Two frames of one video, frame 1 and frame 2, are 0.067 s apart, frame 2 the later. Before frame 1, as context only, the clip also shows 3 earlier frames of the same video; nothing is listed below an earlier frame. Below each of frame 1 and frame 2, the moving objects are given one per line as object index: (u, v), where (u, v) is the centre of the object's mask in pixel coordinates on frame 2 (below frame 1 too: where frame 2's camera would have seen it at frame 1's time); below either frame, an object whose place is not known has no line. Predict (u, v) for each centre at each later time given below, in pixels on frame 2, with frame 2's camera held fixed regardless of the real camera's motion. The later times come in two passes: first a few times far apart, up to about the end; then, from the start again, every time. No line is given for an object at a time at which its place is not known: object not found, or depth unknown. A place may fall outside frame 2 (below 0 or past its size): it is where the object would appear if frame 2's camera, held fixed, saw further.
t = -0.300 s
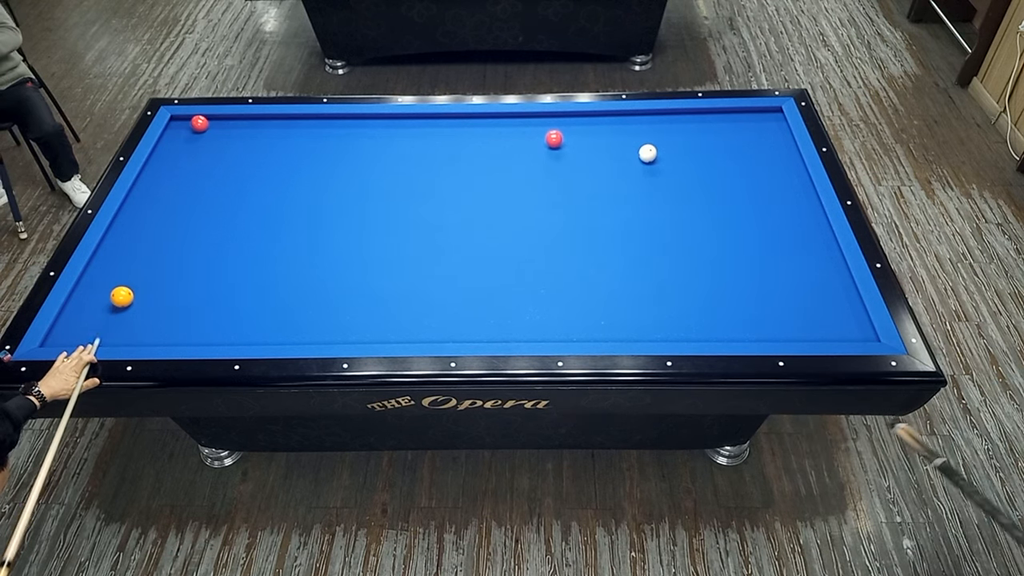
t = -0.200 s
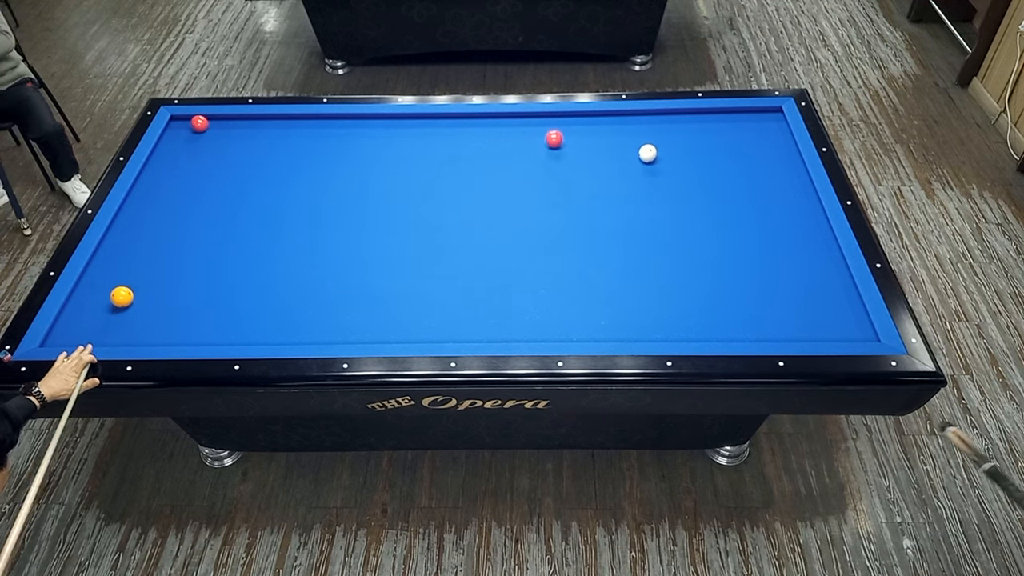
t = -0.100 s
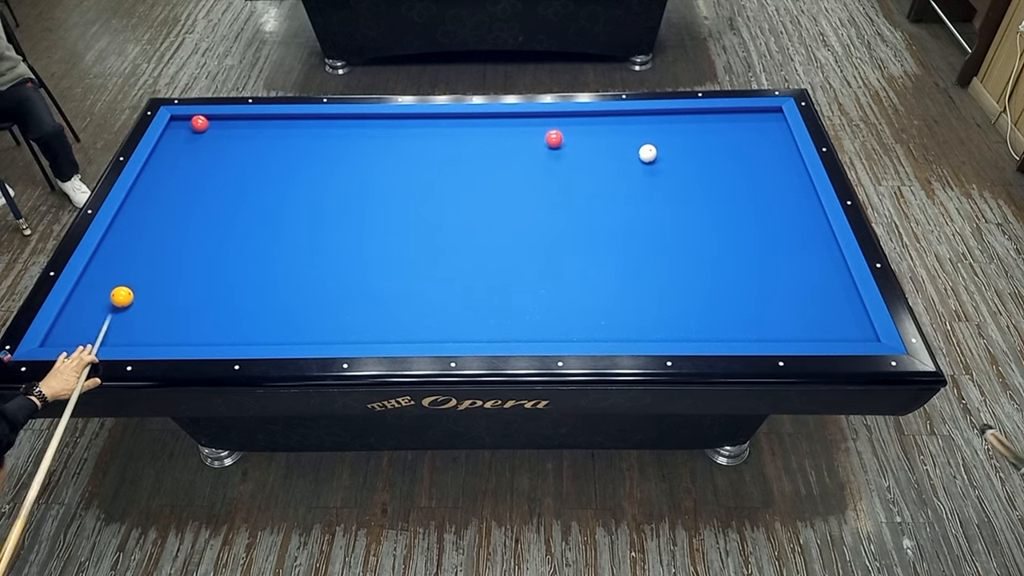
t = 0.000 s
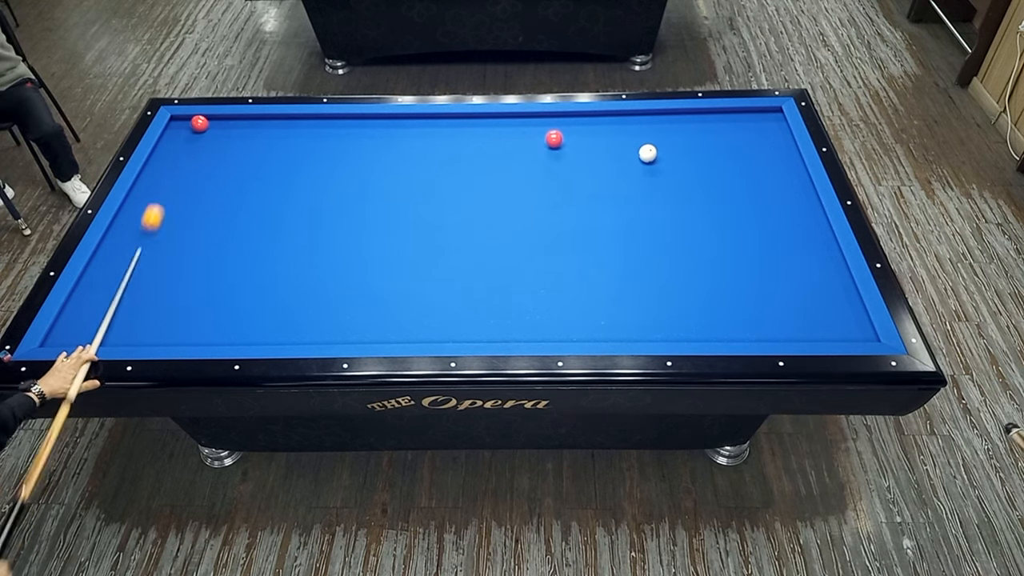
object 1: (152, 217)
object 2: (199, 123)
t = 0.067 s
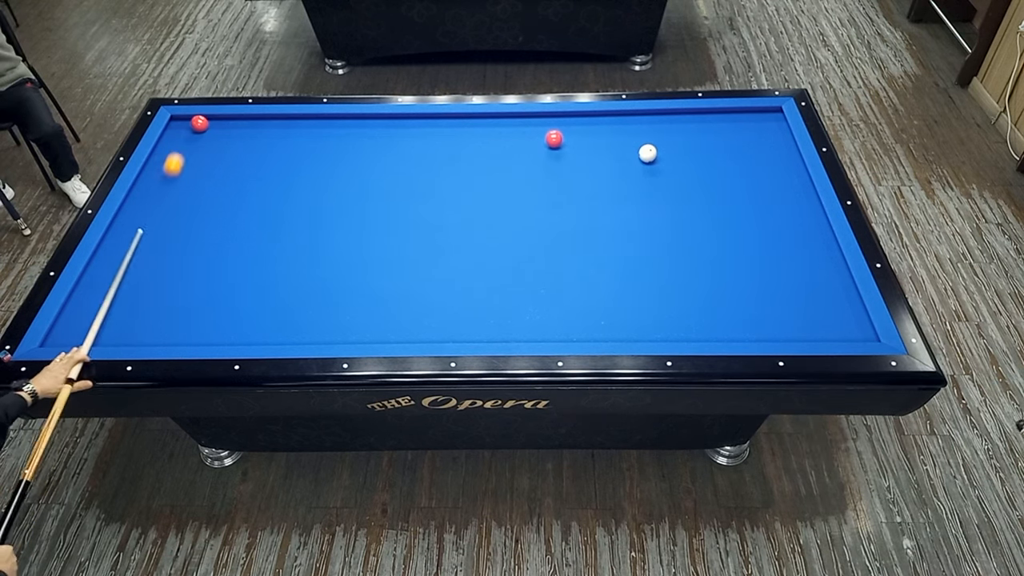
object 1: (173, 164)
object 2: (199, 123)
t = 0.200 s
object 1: (196, 118)
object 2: (220, 141)
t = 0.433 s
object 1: (273, 138)
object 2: (258, 226)
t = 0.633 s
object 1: (330, 149)
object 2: (290, 303)
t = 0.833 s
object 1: (387, 160)
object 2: (327, 302)
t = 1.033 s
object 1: (445, 172)
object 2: (361, 254)
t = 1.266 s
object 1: (515, 185)
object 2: (395, 216)
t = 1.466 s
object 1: (576, 197)
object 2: (422, 186)
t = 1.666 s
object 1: (639, 209)
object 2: (446, 158)
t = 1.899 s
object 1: (716, 223)
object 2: (472, 129)
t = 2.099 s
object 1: (786, 236)
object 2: (489, 126)
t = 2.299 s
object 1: (811, 248)
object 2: (503, 139)
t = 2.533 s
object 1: (767, 259)
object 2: (520, 156)
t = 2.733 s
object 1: (730, 269)
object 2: (535, 170)
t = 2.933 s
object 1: (694, 279)
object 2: (550, 185)
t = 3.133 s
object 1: (659, 289)
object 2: (566, 200)
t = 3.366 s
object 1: (617, 300)
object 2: (584, 218)
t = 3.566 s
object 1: (581, 310)
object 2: (601, 233)
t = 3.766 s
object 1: (545, 321)
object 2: (618, 250)
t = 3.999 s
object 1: (503, 332)
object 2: (639, 270)
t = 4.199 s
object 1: (470, 331)
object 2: (657, 287)
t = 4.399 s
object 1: (440, 327)
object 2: (677, 305)
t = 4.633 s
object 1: (407, 321)
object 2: (700, 328)
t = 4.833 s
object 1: (379, 317)
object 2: (713, 330)
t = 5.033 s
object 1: (352, 312)
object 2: (719, 320)
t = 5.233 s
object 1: (325, 308)
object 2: (725, 310)
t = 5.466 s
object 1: (295, 303)
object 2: (732, 300)
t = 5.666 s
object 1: (271, 299)
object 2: (737, 292)
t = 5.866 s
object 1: (247, 295)
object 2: (742, 284)
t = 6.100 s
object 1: (220, 291)
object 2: (748, 276)
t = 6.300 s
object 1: (197, 287)
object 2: (752, 269)
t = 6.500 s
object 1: (176, 283)
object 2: (756, 262)
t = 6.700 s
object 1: (156, 280)
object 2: (760, 256)
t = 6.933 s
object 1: (132, 277)
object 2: (764, 249)
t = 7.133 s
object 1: (113, 274)
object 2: (767, 244)
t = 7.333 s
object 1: (95, 271)
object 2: (770, 239)
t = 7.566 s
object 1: (105, 268)
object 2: (773, 234)
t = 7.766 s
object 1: (117, 265)
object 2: (775, 229)
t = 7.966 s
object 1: (129, 262)
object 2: (777, 226)
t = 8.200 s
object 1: (142, 260)
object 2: (780, 222)
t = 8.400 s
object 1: (153, 257)
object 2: (781, 218)
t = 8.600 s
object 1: (163, 255)
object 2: (783, 215)
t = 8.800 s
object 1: (172, 253)
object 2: (785, 213)
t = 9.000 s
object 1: (181, 251)
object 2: (786, 211)
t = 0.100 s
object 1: (182, 141)
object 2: (199, 123)
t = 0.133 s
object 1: (178, 126)
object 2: (208, 119)
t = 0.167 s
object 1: (181, 121)
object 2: (214, 130)
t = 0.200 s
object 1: (196, 118)
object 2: (220, 141)
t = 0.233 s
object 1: (208, 122)
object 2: (225, 153)
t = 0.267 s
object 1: (220, 125)
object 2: (230, 165)
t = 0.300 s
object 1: (231, 128)
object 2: (236, 177)
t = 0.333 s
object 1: (242, 131)
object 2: (241, 189)
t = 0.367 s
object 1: (253, 133)
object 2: (246, 202)
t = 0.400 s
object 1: (263, 136)
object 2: (252, 214)
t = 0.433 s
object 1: (273, 138)
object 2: (258, 226)
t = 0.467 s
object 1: (283, 140)
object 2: (263, 239)
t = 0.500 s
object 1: (293, 142)
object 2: (268, 251)
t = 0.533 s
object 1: (302, 144)
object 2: (274, 264)
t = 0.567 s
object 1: (311, 146)
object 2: (279, 277)
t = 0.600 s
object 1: (321, 148)
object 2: (284, 289)
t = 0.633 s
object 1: (330, 149)
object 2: (290, 303)
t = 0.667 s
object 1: (340, 151)
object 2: (295, 316)
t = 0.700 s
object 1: (349, 153)
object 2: (301, 331)
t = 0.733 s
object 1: (359, 155)
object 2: (308, 334)
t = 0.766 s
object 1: (368, 157)
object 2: (315, 323)
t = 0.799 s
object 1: (377, 159)
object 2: (321, 312)
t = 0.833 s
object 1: (387, 160)
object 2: (327, 302)
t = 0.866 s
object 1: (397, 163)
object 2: (333, 292)
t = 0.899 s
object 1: (407, 164)
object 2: (339, 283)
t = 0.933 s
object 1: (416, 166)
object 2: (345, 275)
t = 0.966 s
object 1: (426, 168)
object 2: (350, 268)
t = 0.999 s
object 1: (435, 170)
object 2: (356, 261)
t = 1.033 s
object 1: (445, 172)
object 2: (361, 254)
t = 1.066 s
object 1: (455, 174)
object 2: (366, 249)
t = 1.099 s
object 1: (465, 176)
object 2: (371, 243)
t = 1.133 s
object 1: (475, 178)
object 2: (376, 237)
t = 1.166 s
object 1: (485, 179)
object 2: (381, 232)
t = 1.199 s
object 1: (494, 181)
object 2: (386, 226)
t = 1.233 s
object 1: (505, 183)
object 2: (391, 221)
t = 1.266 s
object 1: (515, 185)
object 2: (395, 216)
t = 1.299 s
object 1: (524, 187)
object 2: (400, 211)
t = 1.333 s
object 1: (535, 189)
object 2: (404, 205)
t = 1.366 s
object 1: (545, 191)
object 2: (409, 200)
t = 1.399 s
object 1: (555, 193)
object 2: (414, 195)
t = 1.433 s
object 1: (565, 195)
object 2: (418, 190)
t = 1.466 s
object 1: (576, 197)
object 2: (422, 186)
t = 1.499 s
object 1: (586, 198)
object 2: (426, 181)
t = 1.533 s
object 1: (597, 201)
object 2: (430, 176)
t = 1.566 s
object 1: (607, 203)
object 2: (435, 172)
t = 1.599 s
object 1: (618, 204)
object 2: (439, 167)
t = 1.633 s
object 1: (628, 207)
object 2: (443, 163)
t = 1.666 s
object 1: (639, 209)
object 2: (446, 158)
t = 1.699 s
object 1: (650, 211)
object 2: (450, 154)
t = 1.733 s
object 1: (661, 213)
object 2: (454, 150)
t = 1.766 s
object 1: (672, 214)
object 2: (458, 146)
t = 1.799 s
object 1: (682, 217)
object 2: (461, 141)
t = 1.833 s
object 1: (693, 219)
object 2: (465, 137)
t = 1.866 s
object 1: (705, 221)
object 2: (468, 133)
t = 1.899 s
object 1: (716, 223)
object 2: (472, 129)
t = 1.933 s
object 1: (728, 225)
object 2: (476, 125)
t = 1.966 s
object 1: (739, 227)
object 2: (479, 121)
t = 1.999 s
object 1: (751, 230)
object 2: (482, 118)
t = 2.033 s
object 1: (762, 232)
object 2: (484, 120)
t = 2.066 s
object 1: (774, 234)
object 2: (487, 123)
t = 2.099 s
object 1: (786, 236)
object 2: (489, 126)
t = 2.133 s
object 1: (798, 238)
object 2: (491, 128)
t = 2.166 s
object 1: (809, 241)
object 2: (494, 130)
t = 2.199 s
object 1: (821, 243)
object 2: (496, 133)
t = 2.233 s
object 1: (828, 245)
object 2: (498, 135)
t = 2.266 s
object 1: (820, 246)
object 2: (500, 137)
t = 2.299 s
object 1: (811, 248)
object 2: (503, 139)
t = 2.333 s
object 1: (804, 250)
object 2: (505, 142)
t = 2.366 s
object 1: (797, 251)
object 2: (508, 144)
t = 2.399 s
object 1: (790, 253)
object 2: (510, 146)
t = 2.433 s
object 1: (784, 254)
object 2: (513, 149)
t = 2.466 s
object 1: (778, 256)
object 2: (515, 151)
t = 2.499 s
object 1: (773, 258)
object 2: (518, 153)
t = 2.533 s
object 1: (767, 259)
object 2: (520, 156)
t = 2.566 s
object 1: (760, 261)
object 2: (522, 158)
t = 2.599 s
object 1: (754, 263)
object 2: (525, 160)
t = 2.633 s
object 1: (748, 264)
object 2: (527, 163)
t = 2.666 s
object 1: (743, 266)
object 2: (530, 165)
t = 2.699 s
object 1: (737, 268)
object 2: (532, 168)
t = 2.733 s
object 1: (730, 269)
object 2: (535, 170)
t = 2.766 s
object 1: (725, 271)
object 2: (537, 172)
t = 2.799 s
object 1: (718, 273)
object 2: (540, 175)
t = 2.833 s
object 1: (713, 274)
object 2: (542, 177)
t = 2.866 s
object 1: (706, 276)
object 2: (545, 180)
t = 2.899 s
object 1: (701, 277)
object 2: (547, 182)
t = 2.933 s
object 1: (694, 279)
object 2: (550, 185)
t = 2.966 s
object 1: (689, 281)
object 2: (553, 187)
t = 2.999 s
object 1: (682, 282)
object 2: (555, 190)
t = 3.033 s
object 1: (676, 284)
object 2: (558, 192)
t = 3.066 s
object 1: (671, 285)
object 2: (560, 195)
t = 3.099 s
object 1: (664, 287)
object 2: (563, 197)
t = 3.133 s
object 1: (659, 289)
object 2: (566, 200)
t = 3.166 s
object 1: (653, 291)
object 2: (568, 202)
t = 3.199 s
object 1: (647, 292)
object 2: (571, 205)
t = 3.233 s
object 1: (641, 294)
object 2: (573, 207)
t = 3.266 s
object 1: (635, 295)
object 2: (576, 210)
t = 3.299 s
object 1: (629, 297)
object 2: (579, 212)
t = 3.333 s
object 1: (622, 299)
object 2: (582, 215)
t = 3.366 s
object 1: (617, 300)
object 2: (584, 218)
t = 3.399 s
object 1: (611, 302)
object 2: (587, 220)
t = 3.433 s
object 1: (605, 304)
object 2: (590, 223)
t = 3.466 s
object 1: (599, 305)
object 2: (593, 225)
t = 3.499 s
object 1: (593, 307)
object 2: (595, 228)
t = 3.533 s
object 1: (587, 309)
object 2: (598, 231)
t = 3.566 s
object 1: (581, 310)
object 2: (601, 233)
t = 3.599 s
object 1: (575, 312)
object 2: (604, 236)
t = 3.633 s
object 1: (569, 314)
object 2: (607, 239)
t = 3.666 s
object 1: (563, 315)
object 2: (610, 242)
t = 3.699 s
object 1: (557, 317)
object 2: (612, 244)
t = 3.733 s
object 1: (551, 319)
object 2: (615, 247)
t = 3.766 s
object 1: (545, 321)
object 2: (618, 250)
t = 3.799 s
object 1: (539, 322)
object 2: (621, 253)
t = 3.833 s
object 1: (533, 324)
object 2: (624, 256)
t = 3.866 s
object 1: (527, 326)
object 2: (627, 258)
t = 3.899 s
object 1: (521, 328)
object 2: (630, 261)
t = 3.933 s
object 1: (515, 329)
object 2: (633, 264)
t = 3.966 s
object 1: (508, 331)
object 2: (636, 267)
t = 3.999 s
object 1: (503, 332)
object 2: (639, 270)
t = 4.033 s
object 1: (497, 333)
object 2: (642, 273)
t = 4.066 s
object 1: (491, 334)
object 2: (645, 275)
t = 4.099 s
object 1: (485, 333)
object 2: (648, 278)
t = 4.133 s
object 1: (481, 332)
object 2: (651, 281)
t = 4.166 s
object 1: (476, 332)
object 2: (654, 284)
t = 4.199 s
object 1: (470, 331)
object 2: (657, 287)
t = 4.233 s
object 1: (465, 331)
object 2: (661, 290)
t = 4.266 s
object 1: (460, 330)
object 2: (664, 293)
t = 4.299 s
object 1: (455, 329)
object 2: (667, 296)
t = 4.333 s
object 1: (450, 329)
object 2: (670, 299)
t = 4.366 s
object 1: (445, 328)
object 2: (673, 302)
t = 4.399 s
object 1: (440, 327)
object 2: (677, 305)
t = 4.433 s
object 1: (436, 326)
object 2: (680, 308)
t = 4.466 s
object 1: (431, 325)
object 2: (683, 311)
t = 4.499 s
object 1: (426, 324)
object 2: (686, 315)
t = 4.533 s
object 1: (421, 324)
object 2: (690, 318)
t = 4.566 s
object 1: (417, 323)
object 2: (693, 321)
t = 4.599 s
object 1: (412, 322)
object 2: (697, 324)
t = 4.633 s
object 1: (407, 321)
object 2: (700, 328)
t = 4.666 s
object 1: (402, 320)
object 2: (703, 330)
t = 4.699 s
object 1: (398, 320)
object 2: (706, 332)
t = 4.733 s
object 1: (392, 319)
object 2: (709, 333)
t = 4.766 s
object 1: (388, 318)
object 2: (710, 332)
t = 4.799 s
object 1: (384, 318)
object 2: (712, 331)
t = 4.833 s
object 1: (379, 317)
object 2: (713, 330)
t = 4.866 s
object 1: (374, 316)
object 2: (714, 328)
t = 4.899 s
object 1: (370, 315)
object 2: (715, 327)
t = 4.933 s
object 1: (365, 315)
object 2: (716, 325)
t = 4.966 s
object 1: (361, 314)
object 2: (717, 323)
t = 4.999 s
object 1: (356, 313)
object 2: (718, 321)
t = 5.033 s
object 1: (352, 312)
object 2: (719, 320)
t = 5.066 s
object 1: (348, 311)
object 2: (720, 318)
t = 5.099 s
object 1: (343, 311)
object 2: (721, 317)
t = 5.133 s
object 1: (338, 310)
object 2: (722, 315)
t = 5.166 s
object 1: (334, 309)
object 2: (723, 314)
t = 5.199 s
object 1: (330, 309)
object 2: (724, 312)
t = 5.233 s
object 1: (325, 308)
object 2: (725, 310)
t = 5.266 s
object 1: (321, 307)
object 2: (726, 309)
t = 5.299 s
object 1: (317, 307)
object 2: (727, 308)
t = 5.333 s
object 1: (312, 306)
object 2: (728, 306)
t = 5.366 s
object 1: (308, 305)
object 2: (729, 304)
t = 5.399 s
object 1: (304, 305)
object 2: (730, 303)
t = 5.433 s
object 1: (299, 304)
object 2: (731, 302)
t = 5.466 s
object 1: (295, 303)
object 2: (732, 300)
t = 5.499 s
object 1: (291, 303)
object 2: (733, 299)
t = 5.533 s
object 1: (287, 302)
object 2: (734, 298)
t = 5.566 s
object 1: (283, 301)
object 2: (735, 296)
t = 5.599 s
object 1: (279, 300)
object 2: (736, 295)
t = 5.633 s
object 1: (275, 300)
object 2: (737, 293)
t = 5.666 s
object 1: (271, 299)
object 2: (737, 292)
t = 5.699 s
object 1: (266, 299)
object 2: (738, 291)
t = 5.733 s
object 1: (262, 298)
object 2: (739, 289)
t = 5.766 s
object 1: (259, 297)
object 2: (740, 288)
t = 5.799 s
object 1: (255, 297)
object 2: (741, 287)
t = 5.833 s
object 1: (251, 296)
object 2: (742, 285)
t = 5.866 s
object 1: (247, 295)
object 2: (742, 284)
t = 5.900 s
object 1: (242, 294)
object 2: (743, 283)
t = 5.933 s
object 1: (239, 294)
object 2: (744, 281)
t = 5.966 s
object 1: (235, 293)
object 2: (745, 280)
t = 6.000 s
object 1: (231, 292)
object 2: (745, 279)
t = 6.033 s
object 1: (227, 292)
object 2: (746, 278)
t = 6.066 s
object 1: (223, 291)
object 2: (747, 277)
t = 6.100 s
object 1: (220, 291)
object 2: (748, 276)
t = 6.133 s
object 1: (216, 290)
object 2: (748, 274)
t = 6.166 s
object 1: (212, 290)
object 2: (749, 273)
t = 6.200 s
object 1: (209, 289)
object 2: (750, 272)
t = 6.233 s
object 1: (205, 288)
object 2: (750, 271)
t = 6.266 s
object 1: (201, 288)
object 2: (751, 270)
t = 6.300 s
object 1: (197, 287)
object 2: (752, 269)
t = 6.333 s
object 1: (194, 286)
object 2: (753, 268)
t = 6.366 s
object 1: (190, 286)
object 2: (753, 266)
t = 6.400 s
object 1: (187, 285)
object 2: (754, 265)
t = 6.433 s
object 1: (183, 285)
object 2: (754, 264)
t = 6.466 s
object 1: (180, 284)
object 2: (755, 263)
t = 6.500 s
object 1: (176, 283)
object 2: (756, 262)
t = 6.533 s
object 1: (173, 283)
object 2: (756, 261)
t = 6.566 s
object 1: (169, 283)
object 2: (757, 260)
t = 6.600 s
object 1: (166, 282)
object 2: (758, 259)
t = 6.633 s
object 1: (162, 282)
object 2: (758, 258)
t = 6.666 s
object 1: (159, 281)
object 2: (759, 257)
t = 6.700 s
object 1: (156, 280)
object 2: (760, 256)
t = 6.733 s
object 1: (152, 280)
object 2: (760, 255)
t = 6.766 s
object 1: (149, 279)
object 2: (761, 254)
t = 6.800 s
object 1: (145, 279)
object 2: (761, 253)
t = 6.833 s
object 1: (142, 278)
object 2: (762, 253)
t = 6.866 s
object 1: (139, 278)
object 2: (763, 251)
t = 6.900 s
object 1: (136, 277)
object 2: (763, 250)
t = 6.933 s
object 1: (132, 277)
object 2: (764, 249)
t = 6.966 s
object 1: (129, 276)
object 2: (764, 248)
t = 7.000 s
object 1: (126, 276)
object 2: (765, 247)
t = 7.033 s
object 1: (123, 275)
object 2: (765, 246)
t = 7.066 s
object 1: (119, 275)
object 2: (766, 246)
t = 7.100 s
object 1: (116, 274)
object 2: (766, 245)
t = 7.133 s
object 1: (113, 274)
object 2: (767, 244)
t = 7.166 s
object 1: (110, 273)
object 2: (768, 243)
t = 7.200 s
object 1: (107, 273)
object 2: (768, 242)
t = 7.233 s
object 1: (104, 272)
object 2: (768, 242)
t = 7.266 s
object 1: (101, 272)
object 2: (769, 241)
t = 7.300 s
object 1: (98, 271)
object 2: (769, 240)
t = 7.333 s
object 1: (95, 271)
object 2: (770, 239)
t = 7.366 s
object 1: (92, 270)
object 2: (770, 238)
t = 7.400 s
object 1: (94, 270)
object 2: (771, 238)
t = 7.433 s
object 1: (96, 270)
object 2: (771, 237)
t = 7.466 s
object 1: (98, 269)
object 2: (771, 236)
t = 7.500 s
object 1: (100, 268)
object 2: (772, 235)
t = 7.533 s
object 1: (103, 268)
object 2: (772, 235)
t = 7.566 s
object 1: (105, 268)
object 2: (773, 234)
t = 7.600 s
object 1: (107, 267)
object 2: (773, 233)
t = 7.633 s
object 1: (109, 267)
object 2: (774, 232)
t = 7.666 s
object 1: (111, 266)
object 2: (774, 231)
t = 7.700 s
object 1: (113, 266)
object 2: (774, 231)
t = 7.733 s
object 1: (115, 265)
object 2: (775, 230)
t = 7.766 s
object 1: (117, 265)
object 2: (775, 229)
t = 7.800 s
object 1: (119, 265)
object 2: (776, 229)
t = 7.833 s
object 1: (121, 264)
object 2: (776, 228)
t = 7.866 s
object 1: (123, 264)
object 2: (776, 228)
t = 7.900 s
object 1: (125, 263)
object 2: (777, 227)
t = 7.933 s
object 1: (127, 263)
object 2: (777, 226)
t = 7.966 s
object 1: (129, 262)
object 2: (777, 226)
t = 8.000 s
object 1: (131, 262)
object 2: (778, 225)
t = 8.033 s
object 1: (133, 262)
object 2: (778, 224)
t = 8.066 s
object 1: (135, 261)
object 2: (778, 224)
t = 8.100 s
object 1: (137, 261)
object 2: (779, 223)
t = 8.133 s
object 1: (139, 260)
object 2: (779, 223)
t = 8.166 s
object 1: (141, 260)
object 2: (779, 222)
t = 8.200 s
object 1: (142, 260)
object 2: (780, 222)
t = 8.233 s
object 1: (144, 259)
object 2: (780, 221)
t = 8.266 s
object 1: (146, 259)
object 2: (780, 220)
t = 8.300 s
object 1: (148, 259)
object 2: (781, 220)
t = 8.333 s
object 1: (149, 258)
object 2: (781, 219)
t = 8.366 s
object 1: (151, 258)
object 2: (781, 219)
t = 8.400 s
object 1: (153, 257)
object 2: (781, 218)
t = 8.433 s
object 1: (155, 257)
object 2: (782, 218)
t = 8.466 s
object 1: (156, 257)
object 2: (782, 217)
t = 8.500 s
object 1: (158, 256)
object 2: (782, 217)
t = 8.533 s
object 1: (160, 256)
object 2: (783, 216)
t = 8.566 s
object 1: (161, 255)
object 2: (783, 216)
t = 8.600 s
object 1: (163, 255)
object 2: (783, 215)
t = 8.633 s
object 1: (165, 255)
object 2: (783, 215)
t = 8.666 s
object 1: (166, 254)
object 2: (784, 214)
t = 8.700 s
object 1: (168, 254)
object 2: (784, 214)
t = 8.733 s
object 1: (169, 254)
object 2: (784, 214)
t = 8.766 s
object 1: (171, 253)
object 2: (784, 213)
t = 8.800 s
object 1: (172, 253)
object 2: (785, 213)
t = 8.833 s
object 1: (174, 253)
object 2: (785, 212)
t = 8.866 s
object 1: (175, 252)
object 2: (785, 212)
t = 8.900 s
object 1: (177, 252)
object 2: (785, 212)
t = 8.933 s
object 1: (178, 251)
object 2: (786, 211)
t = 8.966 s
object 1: (180, 251)
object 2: (786, 211)
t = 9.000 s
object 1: (181, 251)
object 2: (786, 211)
